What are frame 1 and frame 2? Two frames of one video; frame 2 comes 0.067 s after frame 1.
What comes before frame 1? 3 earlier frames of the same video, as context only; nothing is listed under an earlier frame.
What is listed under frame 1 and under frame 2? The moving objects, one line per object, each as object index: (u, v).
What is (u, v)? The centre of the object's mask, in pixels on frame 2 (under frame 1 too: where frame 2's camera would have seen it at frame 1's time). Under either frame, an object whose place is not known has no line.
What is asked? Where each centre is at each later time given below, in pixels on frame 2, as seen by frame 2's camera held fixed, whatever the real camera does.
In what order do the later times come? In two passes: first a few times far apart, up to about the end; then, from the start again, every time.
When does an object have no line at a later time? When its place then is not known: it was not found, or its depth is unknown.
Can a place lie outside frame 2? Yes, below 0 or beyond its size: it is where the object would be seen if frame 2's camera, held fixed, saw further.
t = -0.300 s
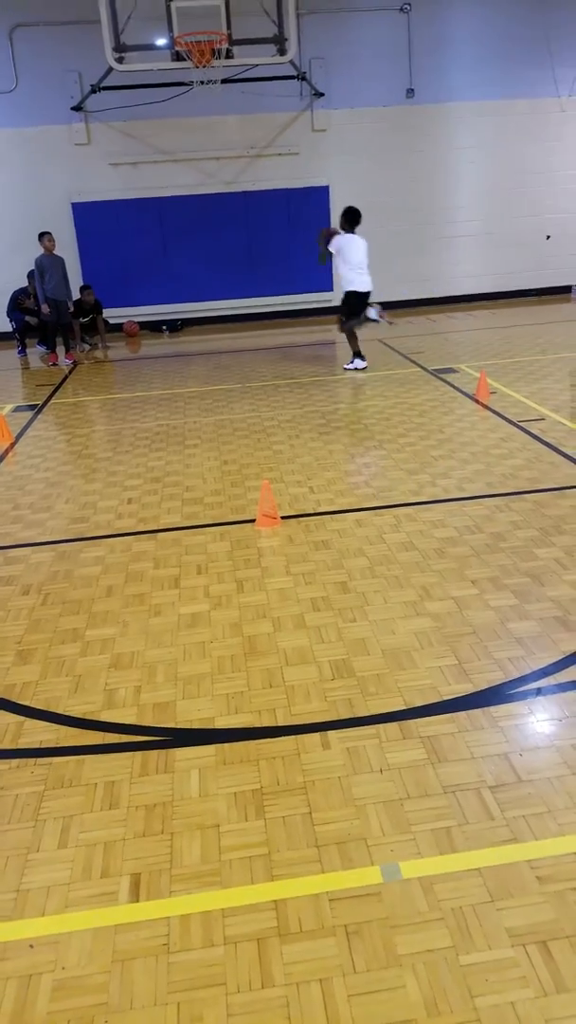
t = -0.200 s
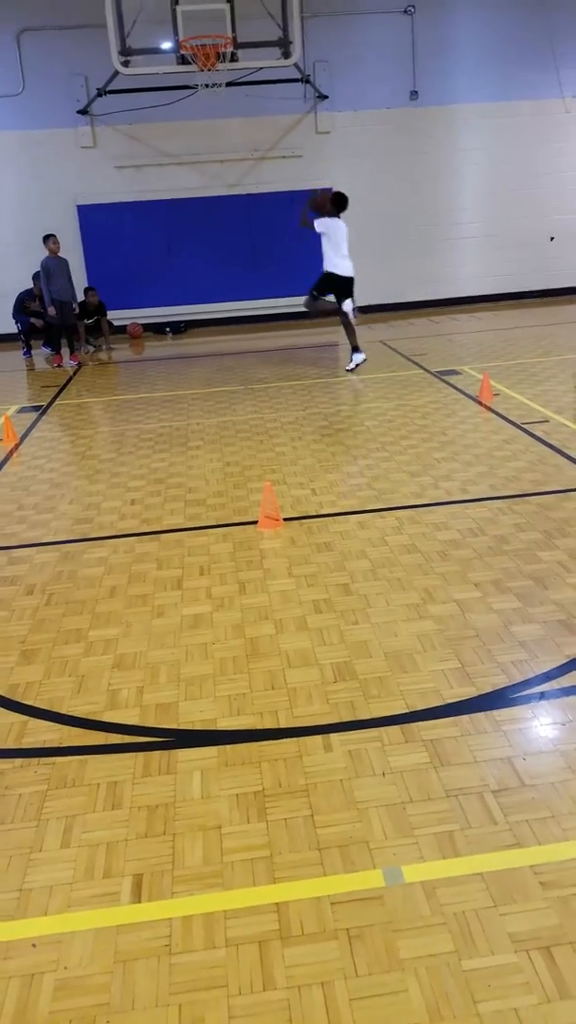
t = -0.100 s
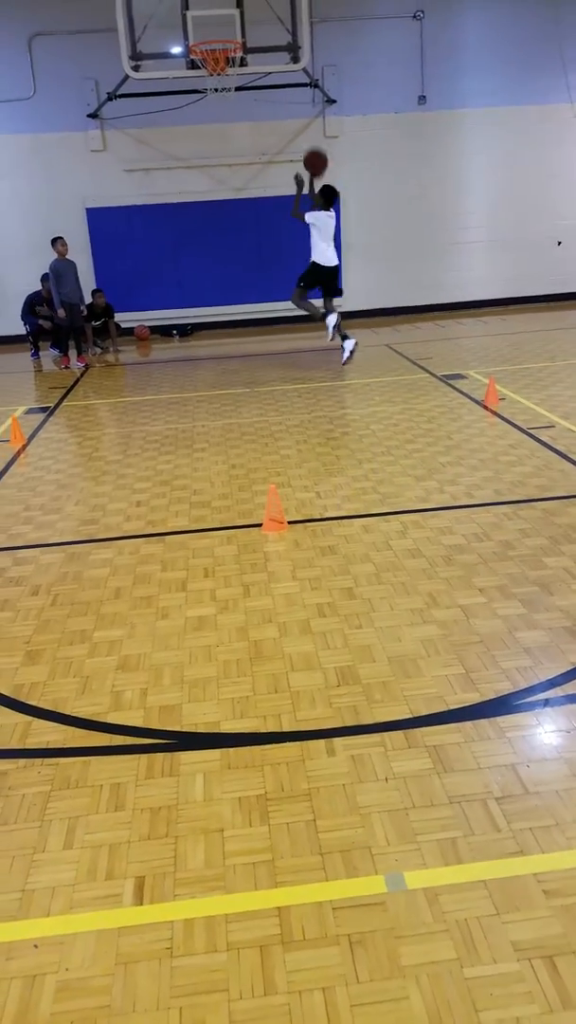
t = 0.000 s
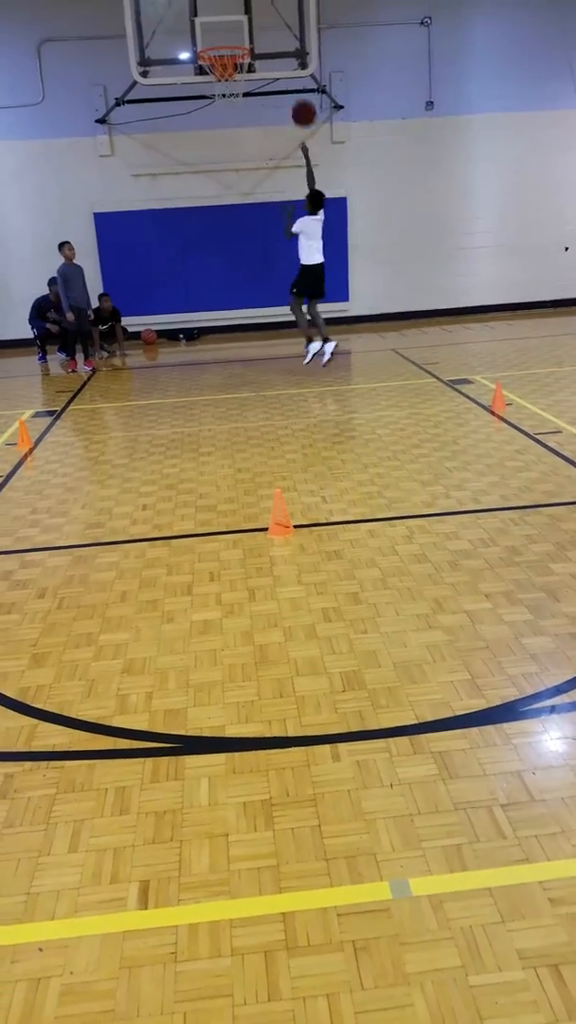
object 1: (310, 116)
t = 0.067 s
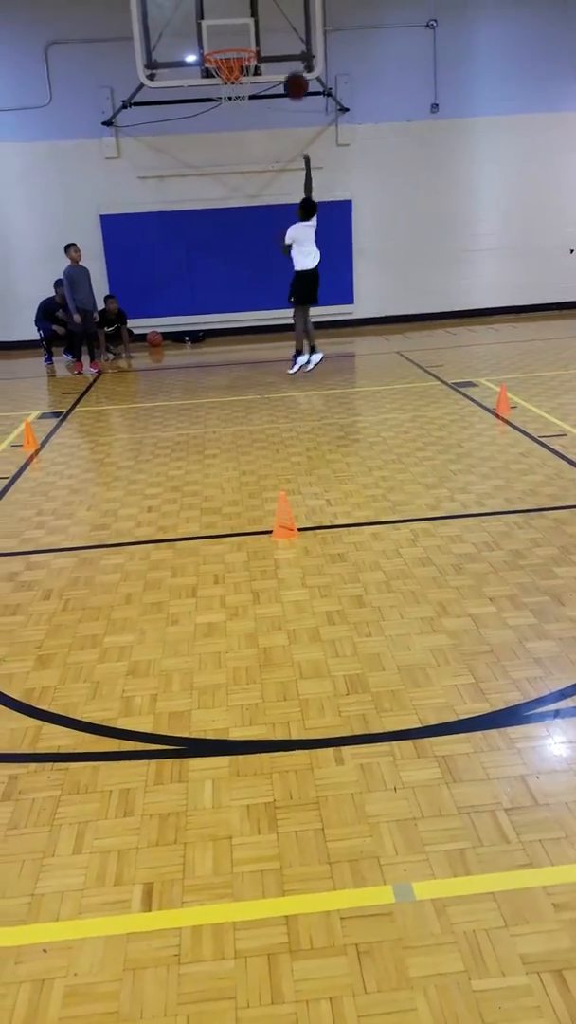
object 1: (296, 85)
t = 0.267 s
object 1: (256, 23)
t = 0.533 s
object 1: (235, 23)
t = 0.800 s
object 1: (244, 90)
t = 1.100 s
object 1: (247, 115)
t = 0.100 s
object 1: (290, 72)
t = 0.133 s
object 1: (283, 60)
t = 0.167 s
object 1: (277, 49)
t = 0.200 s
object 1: (270, 39)
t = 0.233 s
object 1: (263, 30)
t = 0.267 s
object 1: (256, 23)
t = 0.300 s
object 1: (252, 19)
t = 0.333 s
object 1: (250, 15)
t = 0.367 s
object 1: (248, 13)
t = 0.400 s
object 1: (246, 12)
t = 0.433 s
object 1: (243, 13)
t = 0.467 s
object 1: (240, 15)
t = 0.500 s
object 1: (237, 18)
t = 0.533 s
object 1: (235, 23)
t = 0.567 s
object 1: (232, 28)
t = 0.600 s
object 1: (228, 35)
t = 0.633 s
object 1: (225, 40)
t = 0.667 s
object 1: (227, 43)
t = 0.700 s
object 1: (232, 46)
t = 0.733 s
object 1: (236, 67)
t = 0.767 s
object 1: (245, 81)
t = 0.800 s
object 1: (244, 90)
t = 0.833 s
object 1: (243, 90)
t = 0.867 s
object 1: (243, 91)
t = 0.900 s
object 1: (245, 94)
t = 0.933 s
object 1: (248, 97)
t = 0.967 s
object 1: (247, 96)
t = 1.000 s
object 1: (247, 97)
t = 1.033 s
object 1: (247, 102)
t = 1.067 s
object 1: (247, 109)
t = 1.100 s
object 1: (247, 115)
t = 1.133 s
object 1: (247, 124)
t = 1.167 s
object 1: (248, 134)
